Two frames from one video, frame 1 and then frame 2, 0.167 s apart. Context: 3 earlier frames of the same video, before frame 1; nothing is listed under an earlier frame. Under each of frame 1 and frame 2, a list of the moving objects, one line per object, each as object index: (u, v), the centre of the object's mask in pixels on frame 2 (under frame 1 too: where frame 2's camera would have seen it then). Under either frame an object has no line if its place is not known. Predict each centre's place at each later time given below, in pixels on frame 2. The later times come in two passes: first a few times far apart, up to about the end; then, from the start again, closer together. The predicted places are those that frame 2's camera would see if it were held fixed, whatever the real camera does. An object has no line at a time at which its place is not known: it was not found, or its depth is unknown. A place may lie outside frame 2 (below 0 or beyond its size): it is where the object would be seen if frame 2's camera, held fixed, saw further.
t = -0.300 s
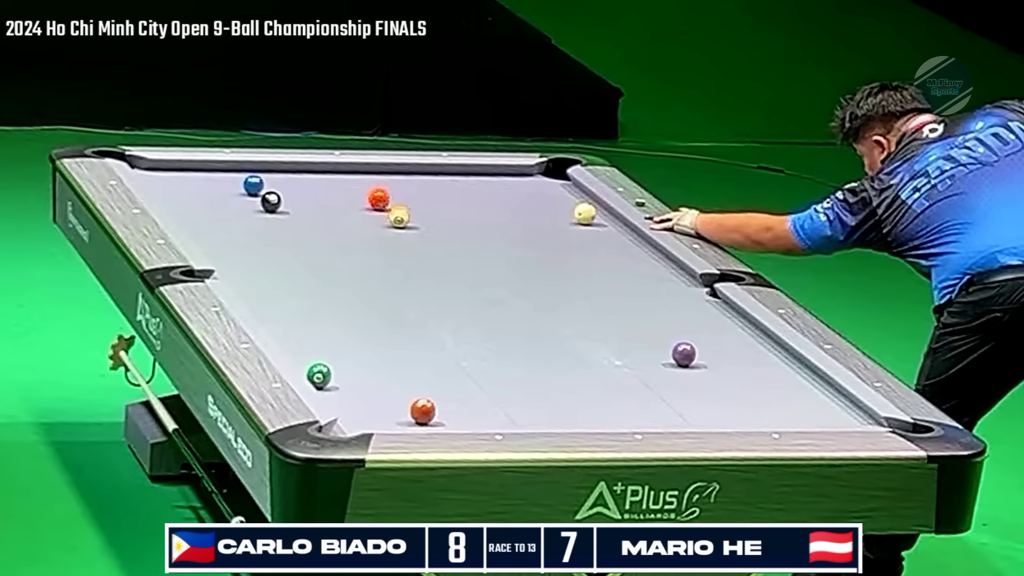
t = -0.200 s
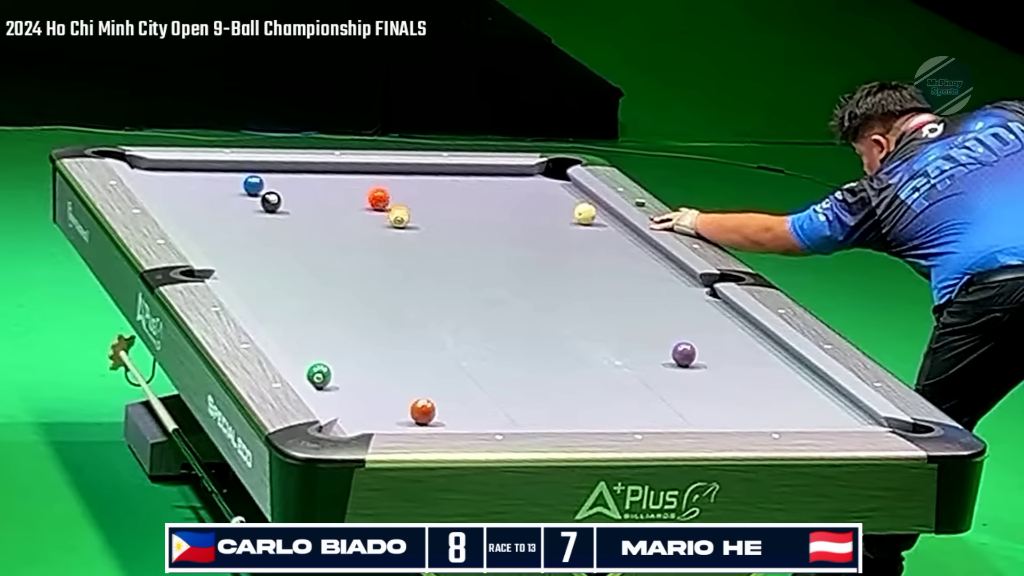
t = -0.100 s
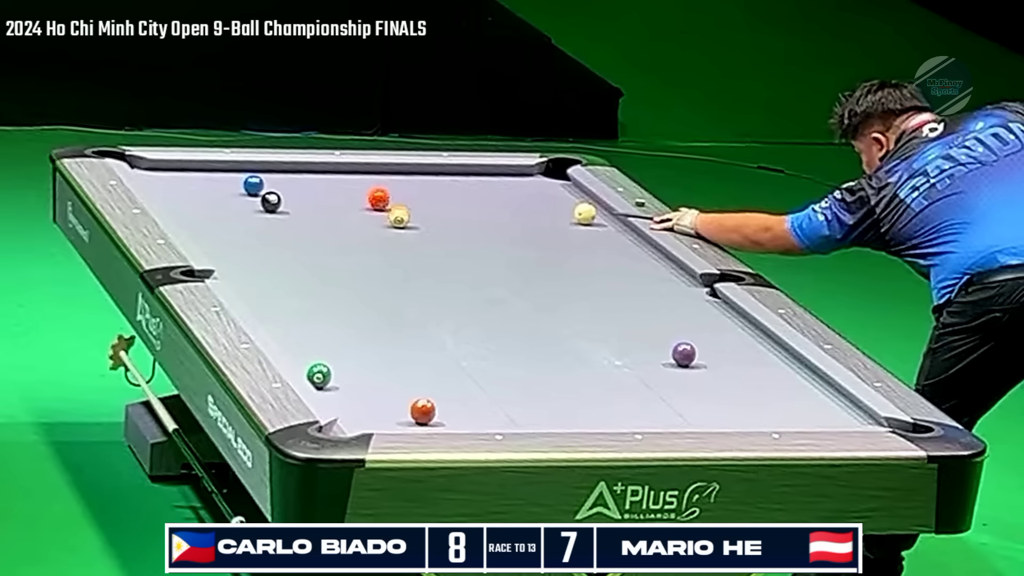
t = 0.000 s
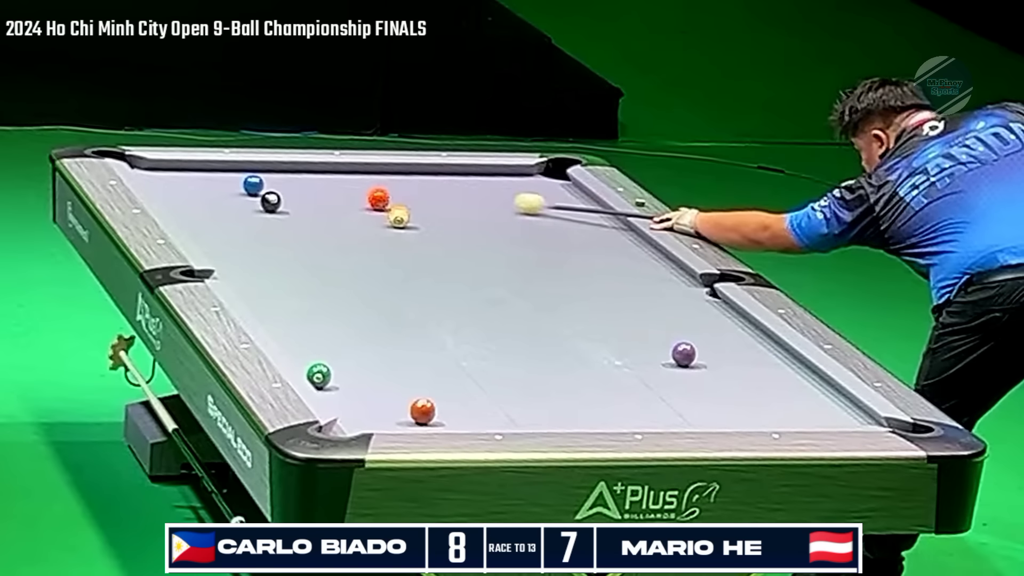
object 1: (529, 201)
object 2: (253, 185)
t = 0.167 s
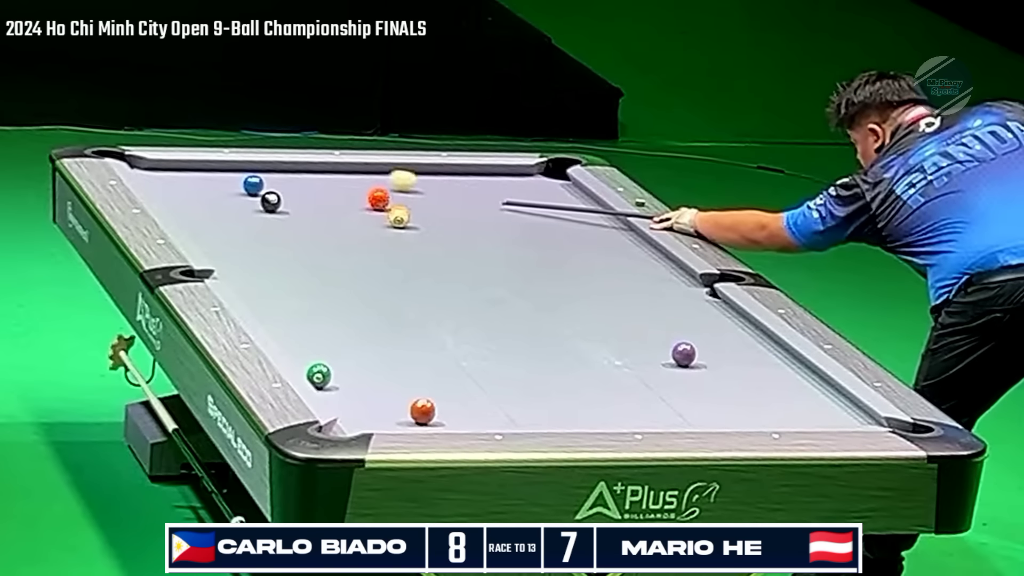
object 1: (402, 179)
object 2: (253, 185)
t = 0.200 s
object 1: (378, 174)
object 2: (253, 185)
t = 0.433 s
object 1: (270, 176)
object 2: (252, 185)
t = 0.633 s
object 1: (223, 175)
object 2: (226, 198)
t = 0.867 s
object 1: (168, 173)
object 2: (197, 215)
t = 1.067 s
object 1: (149, 170)
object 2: (195, 228)
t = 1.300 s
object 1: (174, 171)
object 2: (226, 240)
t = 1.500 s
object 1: (193, 171)
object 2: (252, 250)
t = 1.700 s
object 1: (211, 171)
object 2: (278, 261)
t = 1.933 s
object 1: (230, 171)
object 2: (307, 273)
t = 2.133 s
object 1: (245, 171)
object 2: (332, 283)
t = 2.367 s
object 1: (262, 171)
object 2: (360, 294)
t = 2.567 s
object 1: (275, 171)
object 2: (384, 305)
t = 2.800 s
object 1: (289, 172)
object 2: (411, 315)
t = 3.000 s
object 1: (299, 172)
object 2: (434, 325)
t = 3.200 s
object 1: (308, 172)
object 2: (456, 334)
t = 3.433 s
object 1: (318, 173)
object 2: (481, 344)
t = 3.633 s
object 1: (325, 173)
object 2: (502, 352)
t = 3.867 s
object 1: (332, 173)
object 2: (525, 362)
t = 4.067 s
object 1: (337, 173)
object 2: (544, 370)
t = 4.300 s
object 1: (341, 173)
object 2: (566, 379)
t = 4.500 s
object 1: (343, 173)
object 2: (583, 386)
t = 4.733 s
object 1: (345, 173)
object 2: (604, 394)
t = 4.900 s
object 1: (345, 173)
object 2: (617, 400)
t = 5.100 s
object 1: (345, 173)
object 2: (633, 406)
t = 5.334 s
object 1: (345, 173)
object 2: (650, 413)
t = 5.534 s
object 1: (345, 173)
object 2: (666, 417)
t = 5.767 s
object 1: (345, 173)
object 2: (681, 420)
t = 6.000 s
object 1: (345, 173)
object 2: (687, 420)
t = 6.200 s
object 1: (345, 173)
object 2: (687, 419)
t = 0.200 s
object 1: (378, 174)
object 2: (253, 185)
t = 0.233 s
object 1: (353, 169)
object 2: (253, 185)
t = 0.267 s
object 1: (329, 165)
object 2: (253, 185)
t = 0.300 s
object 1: (313, 166)
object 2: (253, 185)
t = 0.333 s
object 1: (302, 169)
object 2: (253, 185)
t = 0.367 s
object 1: (291, 171)
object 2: (253, 185)
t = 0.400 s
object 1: (280, 174)
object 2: (253, 185)
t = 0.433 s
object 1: (270, 176)
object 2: (252, 185)
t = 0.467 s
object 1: (261, 175)
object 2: (252, 185)
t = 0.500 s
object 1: (254, 176)
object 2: (246, 188)
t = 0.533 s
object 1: (246, 176)
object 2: (242, 191)
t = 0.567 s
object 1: (239, 175)
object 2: (236, 194)
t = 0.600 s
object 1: (231, 175)
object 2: (231, 196)
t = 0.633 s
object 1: (223, 175)
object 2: (226, 198)
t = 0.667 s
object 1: (215, 175)
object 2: (222, 202)
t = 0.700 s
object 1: (207, 175)
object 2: (218, 204)
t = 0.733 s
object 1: (199, 175)
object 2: (213, 206)
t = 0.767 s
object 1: (191, 174)
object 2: (209, 209)
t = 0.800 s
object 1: (184, 174)
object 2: (205, 211)
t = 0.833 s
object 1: (176, 173)
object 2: (201, 213)
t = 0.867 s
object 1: (168, 173)
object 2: (197, 215)
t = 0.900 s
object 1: (161, 172)
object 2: (193, 217)
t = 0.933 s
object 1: (153, 172)
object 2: (188, 219)
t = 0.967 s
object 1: (146, 171)
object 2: (185, 221)
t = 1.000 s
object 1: (141, 169)
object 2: (185, 222)
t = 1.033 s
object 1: (145, 170)
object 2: (190, 225)
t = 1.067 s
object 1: (149, 170)
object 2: (195, 228)
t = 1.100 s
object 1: (153, 171)
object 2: (200, 229)
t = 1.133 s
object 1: (157, 171)
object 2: (204, 231)
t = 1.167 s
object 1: (161, 171)
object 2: (209, 233)
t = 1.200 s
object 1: (164, 171)
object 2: (213, 235)
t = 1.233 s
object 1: (168, 171)
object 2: (217, 237)
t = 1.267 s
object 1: (171, 171)
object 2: (222, 238)
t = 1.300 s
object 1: (174, 171)
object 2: (226, 240)
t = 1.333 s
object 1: (177, 171)
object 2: (230, 242)
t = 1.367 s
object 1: (180, 171)
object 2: (235, 243)
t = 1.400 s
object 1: (183, 171)
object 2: (239, 245)
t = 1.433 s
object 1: (187, 171)
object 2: (243, 247)
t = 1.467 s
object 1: (189, 171)
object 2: (248, 249)
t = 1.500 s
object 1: (193, 171)
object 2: (252, 250)
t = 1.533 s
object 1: (196, 171)
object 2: (256, 253)
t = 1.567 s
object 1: (199, 171)
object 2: (261, 254)
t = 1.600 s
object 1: (202, 171)
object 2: (265, 256)
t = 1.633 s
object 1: (205, 171)
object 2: (269, 258)
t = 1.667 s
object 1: (208, 171)
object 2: (274, 259)
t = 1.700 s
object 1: (211, 171)
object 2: (278, 261)
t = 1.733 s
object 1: (214, 171)
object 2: (282, 263)
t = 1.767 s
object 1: (216, 171)
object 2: (286, 264)
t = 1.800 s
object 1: (219, 171)
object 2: (290, 266)
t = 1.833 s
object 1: (222, 171)
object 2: (294, 268)
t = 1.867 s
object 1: (225, 171)
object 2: (299, 269)
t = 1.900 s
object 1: (227, 171)
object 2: (303, 271)
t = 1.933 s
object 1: (230, 171)
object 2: (307, 273)
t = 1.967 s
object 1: (233, 171)
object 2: (311, 275)
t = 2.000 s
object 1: (235, 171)
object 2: (315, 277)
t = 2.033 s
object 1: (238, 171)
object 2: (320, 278)
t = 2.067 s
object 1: (240, 171)
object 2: (324, 280)
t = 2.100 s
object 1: (243, 171)
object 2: (328, 281)
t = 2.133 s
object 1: (245, 171)
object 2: (332, 283)
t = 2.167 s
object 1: (248, 171)
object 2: (336, 285)
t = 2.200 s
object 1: (250, 172)
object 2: (340, 287)
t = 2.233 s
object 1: (253, 171)
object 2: (344, 288)
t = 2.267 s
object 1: (255, 172)
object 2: (348, 290)
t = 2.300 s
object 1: (257, 171)
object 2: (352, 291)
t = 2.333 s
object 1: (260, 171)
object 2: (356, 293)
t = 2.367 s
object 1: (262, 171)
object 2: (360, 294)
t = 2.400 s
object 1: (264, 171)
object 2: (364, 296)
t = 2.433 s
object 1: (267, 171)
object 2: (368, 298)
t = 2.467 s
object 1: (269, 171)
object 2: (372, 299)
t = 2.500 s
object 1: (271, 171)
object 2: (376, 301)
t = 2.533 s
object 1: (273, 171)
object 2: (380, 303)
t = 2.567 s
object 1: (275, 171)
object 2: (384, 305)
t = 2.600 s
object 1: (277, 171)
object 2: (388, 306)
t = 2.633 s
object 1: (279, 172)
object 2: (392, 308)
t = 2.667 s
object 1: (281, 172)
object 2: (396, 309)
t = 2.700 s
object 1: (283, 172)
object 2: (399, 311)
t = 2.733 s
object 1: (285, 172)
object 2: (404, 312)
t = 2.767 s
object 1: (287, 172)
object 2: (407, 314)
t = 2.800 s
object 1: (289, 172)
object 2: (411, 315)
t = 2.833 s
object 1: (290, 172)
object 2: (415, 317)
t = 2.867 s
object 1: (292, 172)
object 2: (419, 319)
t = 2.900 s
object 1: (294, 172)
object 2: (422, 320)
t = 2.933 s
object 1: (296, 172)
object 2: (426, 322)
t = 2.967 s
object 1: (298, 172)
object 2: (430, 323)
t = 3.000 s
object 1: (299, 172)
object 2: (434, 325)
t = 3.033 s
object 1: (301, 172)
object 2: (437, 326)
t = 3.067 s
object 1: (302, 172)
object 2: (441, 328)
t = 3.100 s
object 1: (304, 172)
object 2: (445, 329)
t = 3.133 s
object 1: (306, 172)
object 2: (449, 331)
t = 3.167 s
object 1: (307, 172)
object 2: (452, 332)
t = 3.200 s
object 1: (308, 172)
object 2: (456, 334)
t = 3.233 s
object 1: (310, 172)
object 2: (459, 335)
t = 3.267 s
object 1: (311, 172)
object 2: (463, 337)
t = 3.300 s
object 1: (313, 172)
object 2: (466, 338)
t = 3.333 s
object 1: (314, 173)
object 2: (470, 340)
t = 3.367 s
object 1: (315, 173)
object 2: (473, 341)
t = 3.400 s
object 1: (317, 173)
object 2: (477, 343)
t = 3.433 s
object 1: (318, 173)
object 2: (481, 344)
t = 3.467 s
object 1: (319, 173)
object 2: (484, 346)
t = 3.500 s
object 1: (320, 173)
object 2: (488, 347)
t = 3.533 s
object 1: (322, 173)
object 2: (491, 348)
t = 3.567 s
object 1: (323, 173)
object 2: (495, 350)
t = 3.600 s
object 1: (324, 173)
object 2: (498, 351)
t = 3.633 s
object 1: (325, 173)
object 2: (502, 352)
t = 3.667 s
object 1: (326, 173)
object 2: (505, 354)
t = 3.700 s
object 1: (327, 173)
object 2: (508, 355)
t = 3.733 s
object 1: (328, 173)
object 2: (512, 357)
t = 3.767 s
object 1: (329, 173)
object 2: (515, 358)
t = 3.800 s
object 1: (330, 173)
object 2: (518, 360)
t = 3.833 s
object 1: (331, 173)
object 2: (521, 361)
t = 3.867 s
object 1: (332, 173)
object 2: (525, 362)
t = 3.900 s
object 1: (333, 173)
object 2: (528, 364)
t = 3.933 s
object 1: (333, 173)
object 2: (531, 365)
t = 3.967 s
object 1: (334, 173)
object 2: (535, 366)
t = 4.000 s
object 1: (335, 173)
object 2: (538, 367)
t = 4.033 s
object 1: (336, 173)
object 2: (541, 369)
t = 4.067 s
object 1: (337, 173)
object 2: (544, 370)
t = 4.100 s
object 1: (337, 173)
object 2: (547, 371)
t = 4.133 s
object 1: (338, 173)
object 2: (551, 372)
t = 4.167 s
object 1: (339, 173)
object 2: (554, 374)
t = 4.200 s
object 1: (339, 173)
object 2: (557, 375)
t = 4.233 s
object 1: (340, 173)
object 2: (560, 376)
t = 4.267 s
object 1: (340, 173)
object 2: (563, 378)
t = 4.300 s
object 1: (341, 173)
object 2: (566, 379)
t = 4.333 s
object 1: (341, 173)
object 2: (569, 380)
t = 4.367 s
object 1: (342, 173)
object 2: (572, 381)
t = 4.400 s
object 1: (342, 173)
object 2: (575, 382)
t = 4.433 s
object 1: (343, 173)
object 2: (578, 384)
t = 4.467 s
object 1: (343, 173)
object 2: (581, 385)
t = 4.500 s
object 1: (343, 173)
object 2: (583, 386)
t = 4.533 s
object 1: (344, 173)
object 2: (586, 387)
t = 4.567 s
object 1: (344, 173)
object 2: (589, 388)
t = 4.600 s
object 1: (344, 173)
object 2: (592, 390)
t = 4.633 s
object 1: (345, 174)
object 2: (595, 391)
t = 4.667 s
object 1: (345, 174)
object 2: (598, 392)
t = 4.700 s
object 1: (345, 173)
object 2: (601, 393)
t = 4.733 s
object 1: (345, 173)
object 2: (604, 394)
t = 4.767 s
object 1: (345, 173)
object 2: (606, 395)
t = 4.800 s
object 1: (345, 173)
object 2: (609, 396)
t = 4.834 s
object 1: (345, 173)
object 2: (612, 398)
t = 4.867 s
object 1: (345, 173)
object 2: (615, 399)
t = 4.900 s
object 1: (345, 173)
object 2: (617, 400)
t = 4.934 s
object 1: (345, 173)
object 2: (620, 401)
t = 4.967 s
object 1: (345, 173)
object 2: (622, 402)
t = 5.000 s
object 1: (345, 173)
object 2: (625, 403)
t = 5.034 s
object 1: (345, 173)
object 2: (628, 404)
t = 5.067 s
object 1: (345, 173)
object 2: (630, 405)
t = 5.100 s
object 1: (345, 173)
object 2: (633, 406)
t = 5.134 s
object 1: (345, 173)
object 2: (635, 407)
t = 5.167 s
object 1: (345, 173)
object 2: (638, 408)
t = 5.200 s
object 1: (345, 173)
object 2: (640, 409)
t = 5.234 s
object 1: (345, 173)
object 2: (643, 410)
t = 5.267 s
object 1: (345, 173)
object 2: (645, 411)
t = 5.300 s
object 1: (345, 173)
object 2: (648, 412)
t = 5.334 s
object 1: (345, 173)
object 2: (650, 413)
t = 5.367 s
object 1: (345, 173)
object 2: (655, 414)
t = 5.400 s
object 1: (345, 173)
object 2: (657, 414)
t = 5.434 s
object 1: (345, 173)
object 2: (659, 415)
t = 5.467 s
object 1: (345, 173)
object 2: (661, 415)
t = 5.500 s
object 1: (345, 173)
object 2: (664, 416)
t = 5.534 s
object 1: (345, 173)
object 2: (666, 417)
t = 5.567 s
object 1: (345, 173)
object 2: (668, 417)
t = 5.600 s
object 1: (345, 173)
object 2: (670, 418)
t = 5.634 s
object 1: (345, 173)
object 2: (673, 418)
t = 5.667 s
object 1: (345, 173)
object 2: (675, 419)
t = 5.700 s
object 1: (345, 173)
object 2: (677, 419)
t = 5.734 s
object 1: (345, 173)
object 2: (679, 419)
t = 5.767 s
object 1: (345, 173)
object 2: (681, 420)
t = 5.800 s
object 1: (345, 173)
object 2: (683, 420)
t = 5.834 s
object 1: (345, 173)
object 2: (685, 421)
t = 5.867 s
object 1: (345, 173)
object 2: (686, 421)
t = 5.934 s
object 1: (345, 173)
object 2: (686, 420)
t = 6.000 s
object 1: (345, 173)
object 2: (687, 420)
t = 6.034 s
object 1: (345, 173)
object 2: (687, 420)
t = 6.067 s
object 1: (345, 173)
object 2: (686, 419)
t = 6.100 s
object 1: (345, 173)
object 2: (686, 419)
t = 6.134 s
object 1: (345, 173)
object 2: (687, 419)
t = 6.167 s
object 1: (345, 173)
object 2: (687, 419)
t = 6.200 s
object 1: (345, 173)
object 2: (687, 419)
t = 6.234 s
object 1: (345, 173)
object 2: (687, 419)
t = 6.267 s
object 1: (345, 173)
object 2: (687, 418)
